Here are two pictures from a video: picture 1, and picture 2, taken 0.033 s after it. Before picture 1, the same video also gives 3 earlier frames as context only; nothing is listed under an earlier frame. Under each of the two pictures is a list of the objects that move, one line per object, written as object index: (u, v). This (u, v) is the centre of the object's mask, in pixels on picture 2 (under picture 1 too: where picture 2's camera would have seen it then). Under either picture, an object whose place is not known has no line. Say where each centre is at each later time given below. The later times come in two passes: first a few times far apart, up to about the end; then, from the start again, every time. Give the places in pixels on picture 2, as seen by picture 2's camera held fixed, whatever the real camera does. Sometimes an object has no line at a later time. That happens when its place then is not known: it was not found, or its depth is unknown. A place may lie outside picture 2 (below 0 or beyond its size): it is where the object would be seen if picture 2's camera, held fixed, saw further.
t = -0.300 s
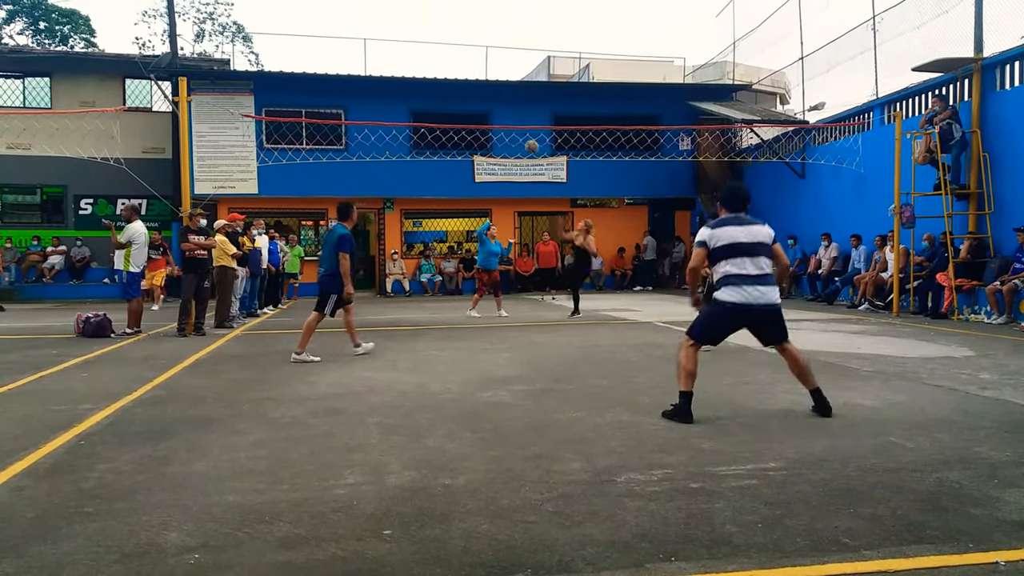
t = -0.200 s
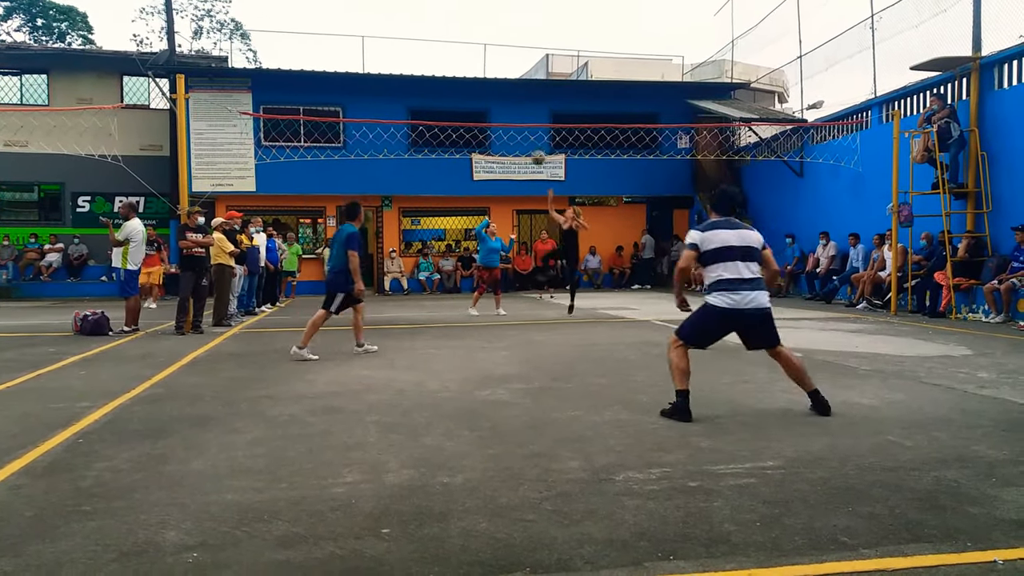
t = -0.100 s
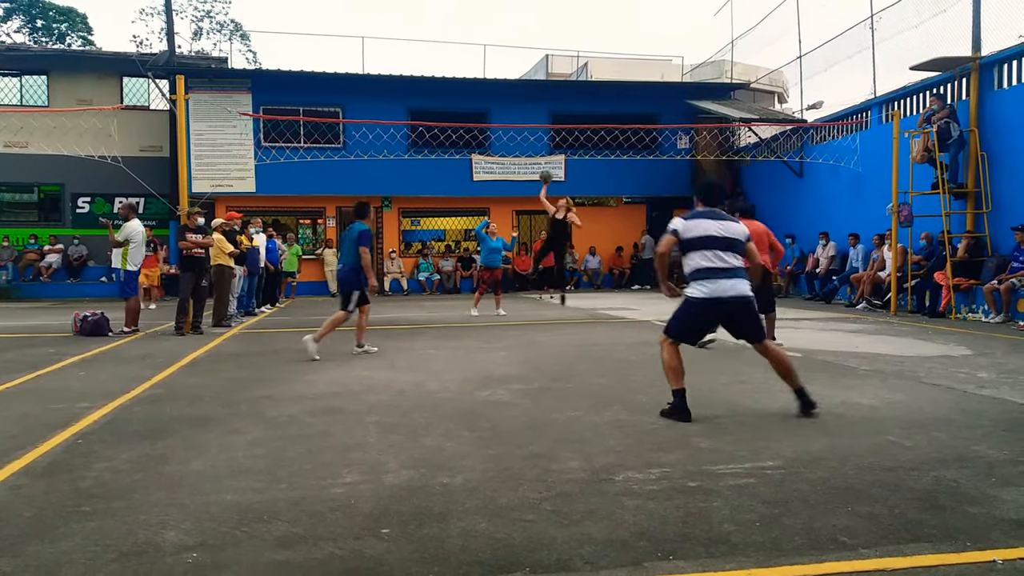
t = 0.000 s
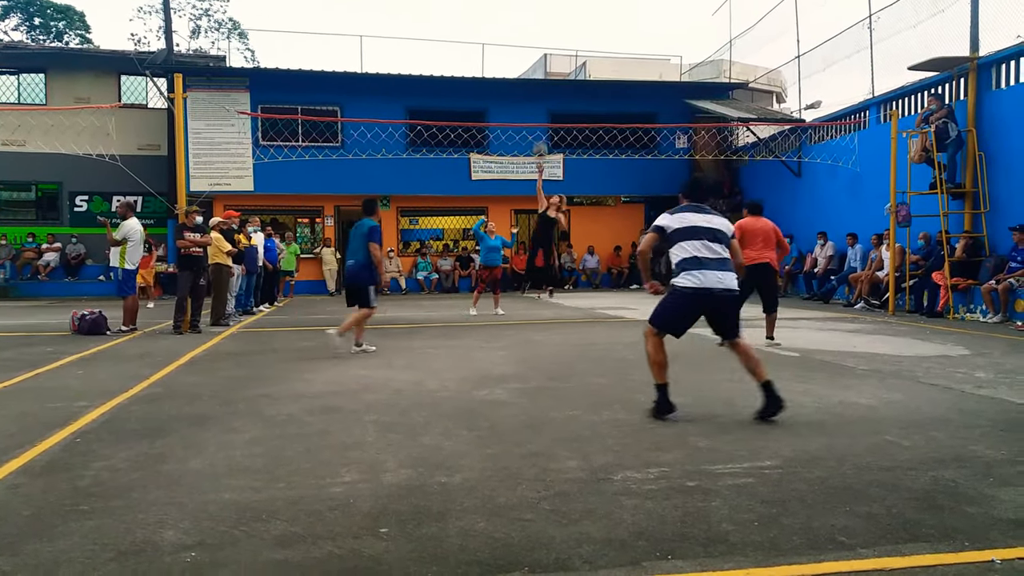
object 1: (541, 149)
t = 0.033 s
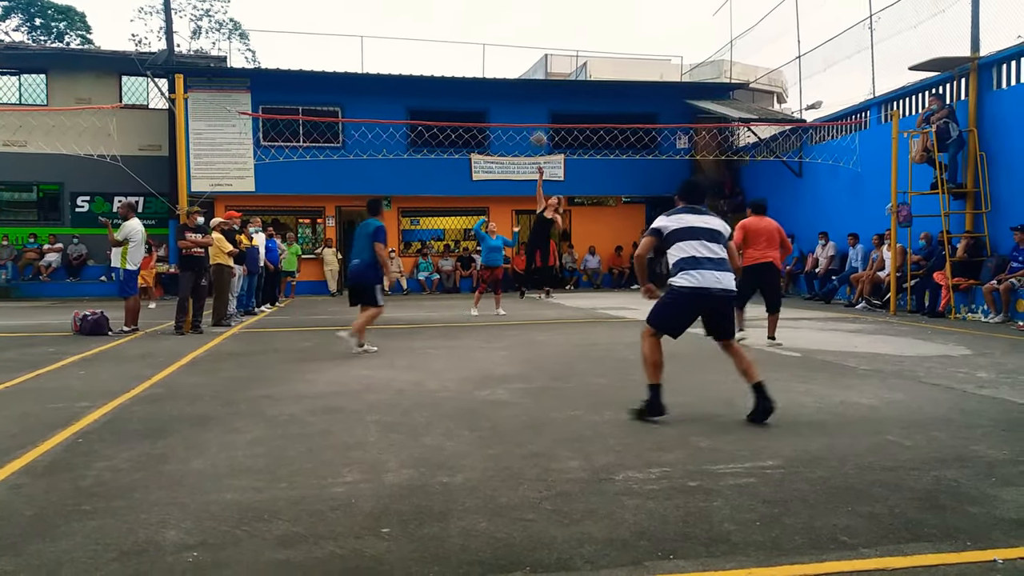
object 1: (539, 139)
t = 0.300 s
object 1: (518, 59)
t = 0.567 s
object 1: (491, 9)
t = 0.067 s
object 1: (537, 127)
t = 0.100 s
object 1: (535, 115)
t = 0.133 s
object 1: (532, 106)
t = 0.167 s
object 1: (529, 95)
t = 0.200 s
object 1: (527, 87)
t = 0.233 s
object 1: (524, 78)
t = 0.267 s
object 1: (521, 68)
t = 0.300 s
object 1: (518, 59)
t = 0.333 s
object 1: (515, 51)
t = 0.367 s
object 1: (512, 42)
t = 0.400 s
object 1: (509, 35)
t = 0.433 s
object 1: (505, 28)
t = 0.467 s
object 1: (502, 22)
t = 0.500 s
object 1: (498, 17)
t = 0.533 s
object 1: (495, 11)
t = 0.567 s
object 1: (491, 9)
